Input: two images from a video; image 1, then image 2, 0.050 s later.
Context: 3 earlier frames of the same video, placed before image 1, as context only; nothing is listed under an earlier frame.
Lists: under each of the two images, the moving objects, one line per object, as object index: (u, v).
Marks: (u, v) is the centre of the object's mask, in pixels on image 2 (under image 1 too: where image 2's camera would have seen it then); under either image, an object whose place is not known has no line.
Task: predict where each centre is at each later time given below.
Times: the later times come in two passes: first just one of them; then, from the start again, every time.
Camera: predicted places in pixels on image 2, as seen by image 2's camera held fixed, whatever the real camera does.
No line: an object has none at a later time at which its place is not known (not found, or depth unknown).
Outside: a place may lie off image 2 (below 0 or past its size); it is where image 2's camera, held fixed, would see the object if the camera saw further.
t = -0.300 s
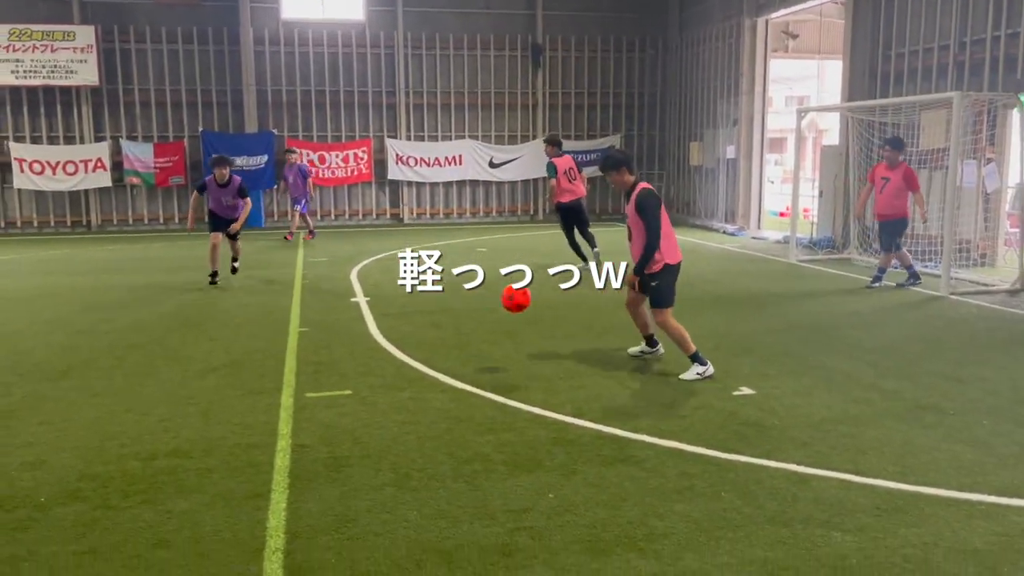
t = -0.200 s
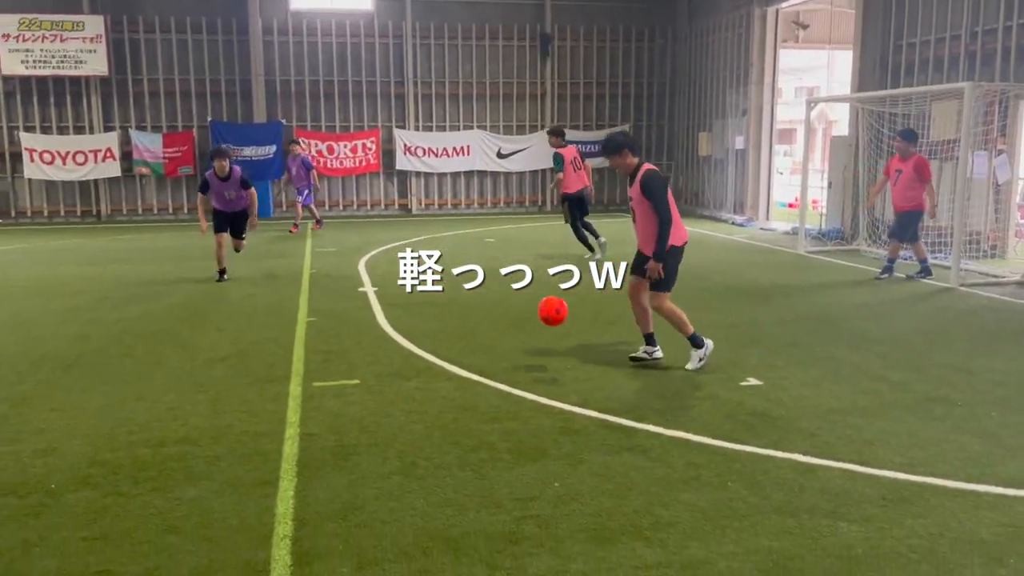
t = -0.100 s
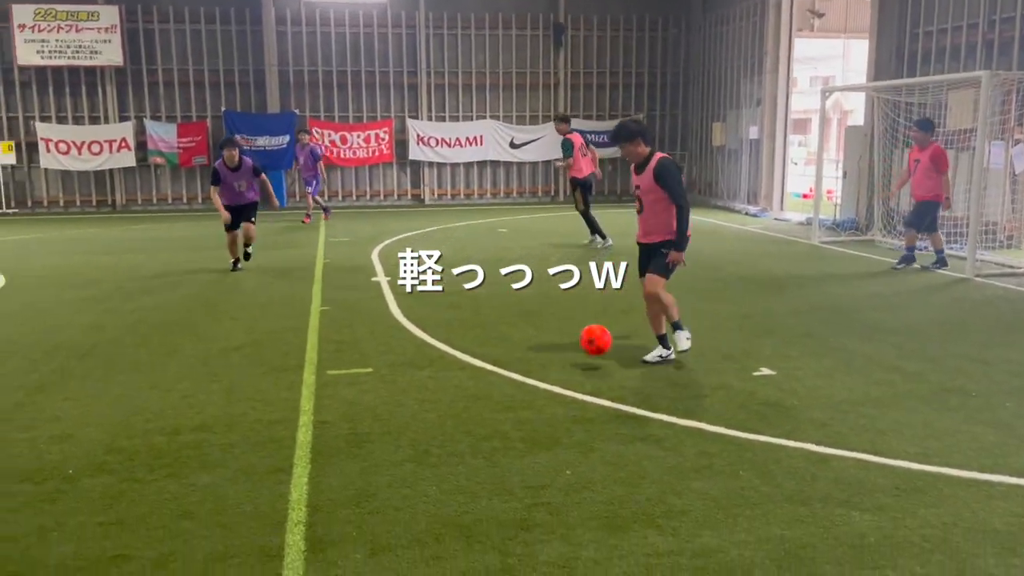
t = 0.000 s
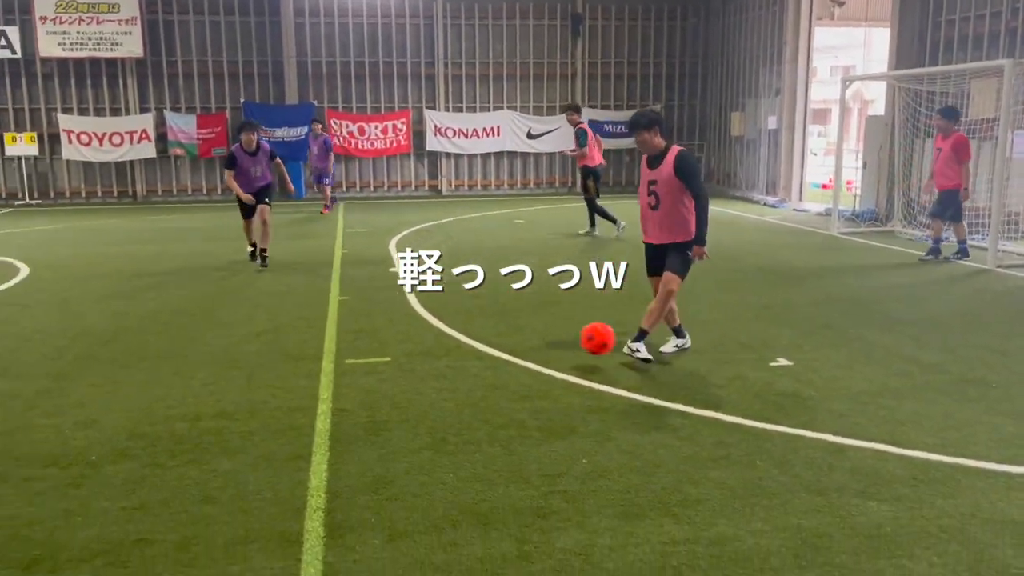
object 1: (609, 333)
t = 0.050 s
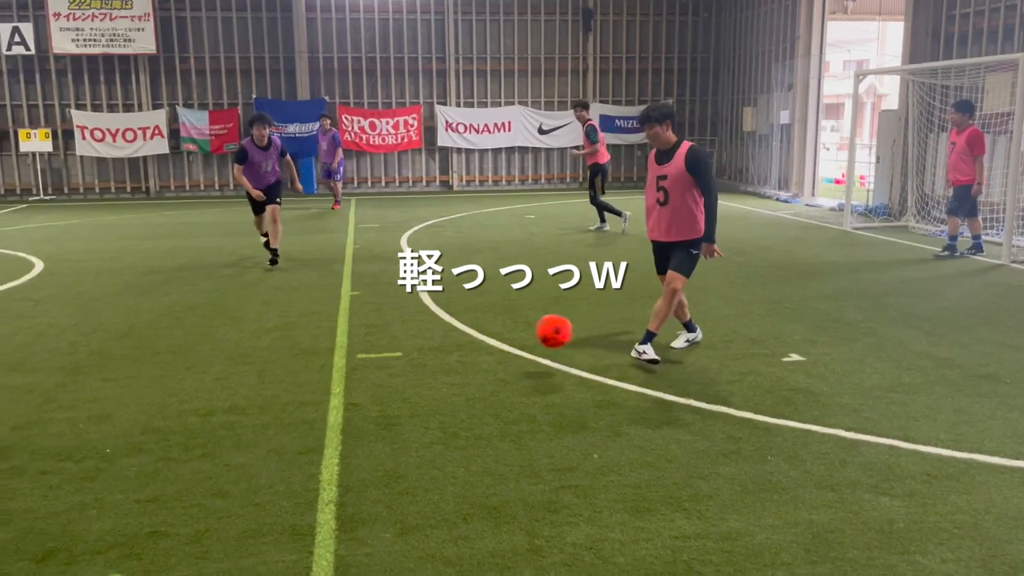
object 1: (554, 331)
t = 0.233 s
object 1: (306, 359)
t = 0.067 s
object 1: (535, 331)
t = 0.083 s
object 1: (515, 331)
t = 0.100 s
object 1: (495, 332)
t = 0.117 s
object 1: (473, 334)
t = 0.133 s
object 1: (452, 336)
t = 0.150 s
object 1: (429, 338)
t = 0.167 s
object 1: (406, 341)
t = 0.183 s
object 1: (383, 345)
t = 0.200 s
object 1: (358, 349)
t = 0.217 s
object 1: (332, 354)
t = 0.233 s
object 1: (306, 359)
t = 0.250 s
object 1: (279, 365)
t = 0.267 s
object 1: (251, 371)
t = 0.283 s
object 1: (222, 379)
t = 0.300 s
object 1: (191, 387)
